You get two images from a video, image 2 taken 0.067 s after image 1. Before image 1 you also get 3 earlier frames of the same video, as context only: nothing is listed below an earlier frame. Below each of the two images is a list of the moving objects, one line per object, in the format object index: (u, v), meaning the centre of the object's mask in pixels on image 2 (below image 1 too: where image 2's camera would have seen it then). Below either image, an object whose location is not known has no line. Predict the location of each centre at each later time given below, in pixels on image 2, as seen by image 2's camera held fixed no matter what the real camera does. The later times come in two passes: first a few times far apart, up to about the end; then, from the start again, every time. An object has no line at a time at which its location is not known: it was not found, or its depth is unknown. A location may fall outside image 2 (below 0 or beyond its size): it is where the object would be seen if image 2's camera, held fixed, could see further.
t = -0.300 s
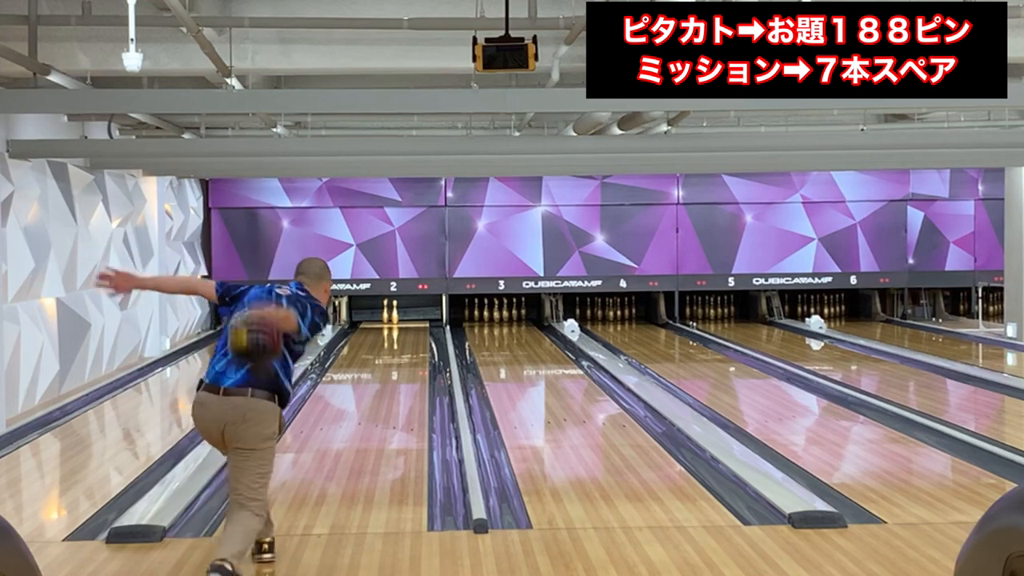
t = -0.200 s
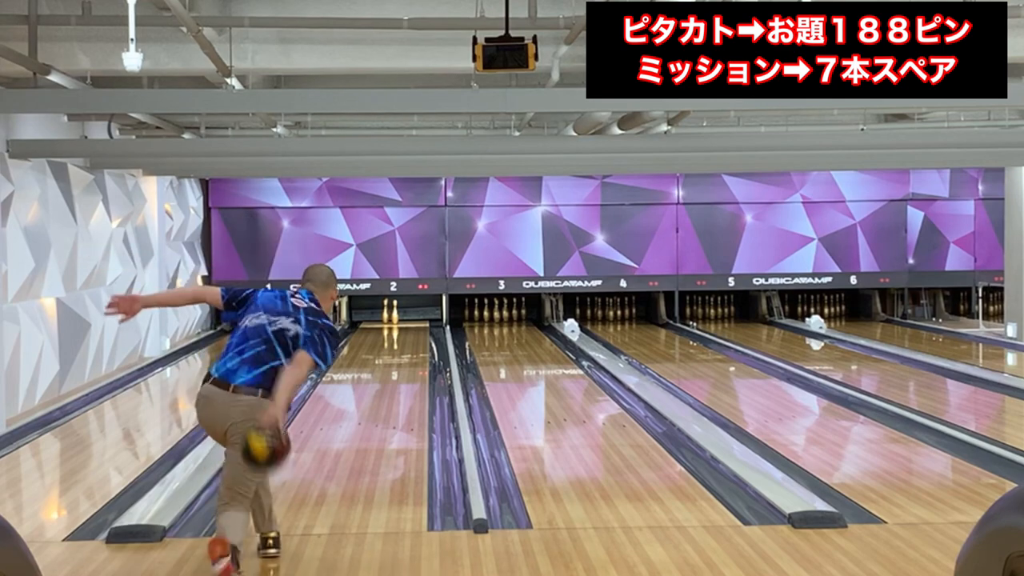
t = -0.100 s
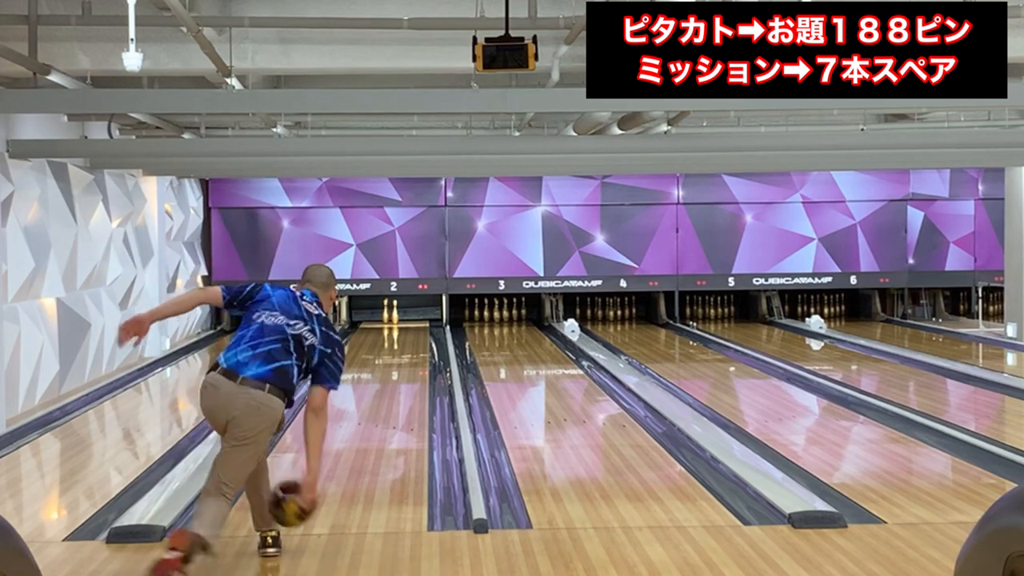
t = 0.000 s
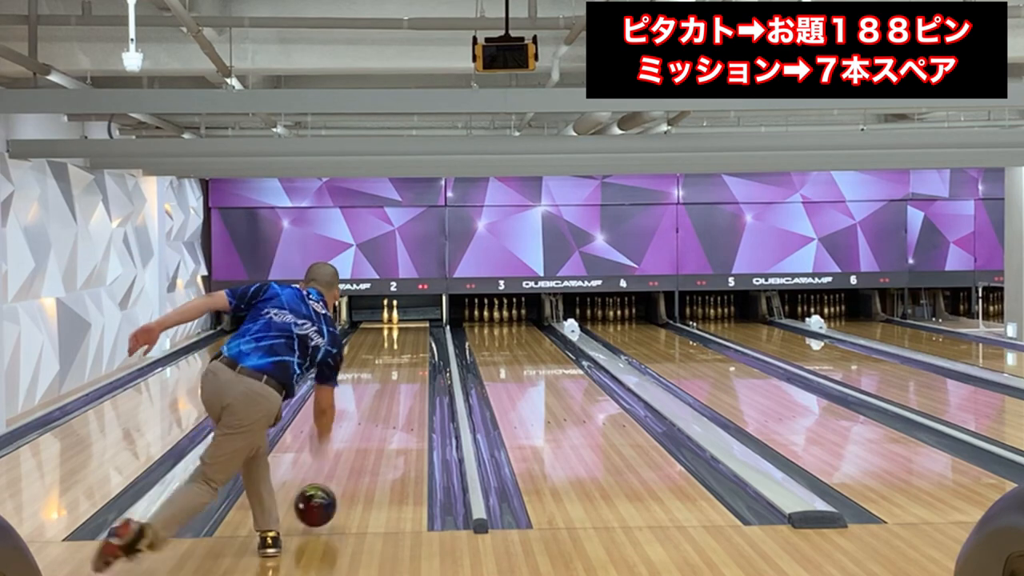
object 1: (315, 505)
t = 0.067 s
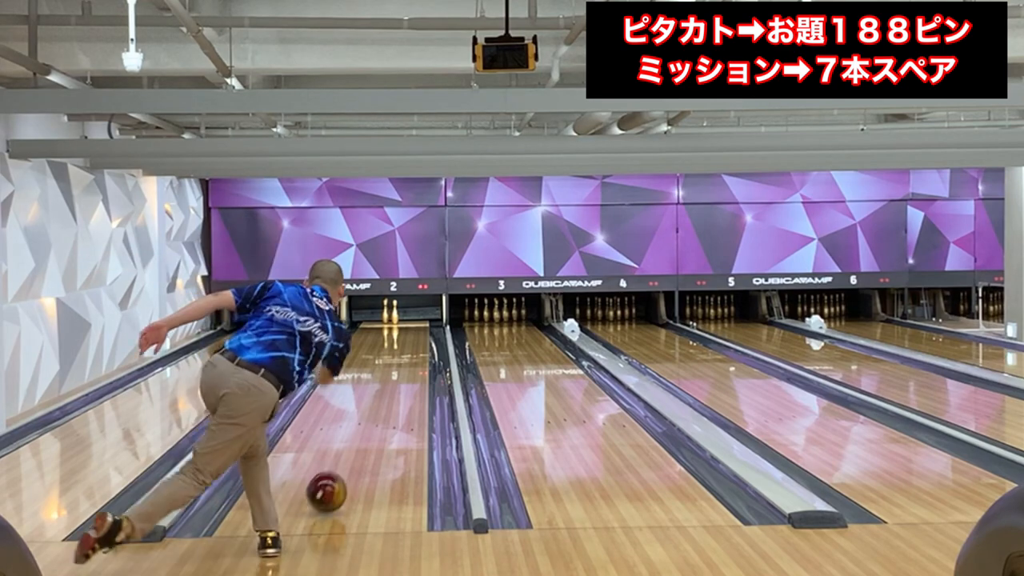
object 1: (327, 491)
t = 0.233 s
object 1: (350, 461)
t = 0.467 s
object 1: (373, 427)
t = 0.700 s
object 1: (389, 402)
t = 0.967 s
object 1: (402, 380)
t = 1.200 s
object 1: (409, 365)
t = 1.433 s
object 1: (412, 354)
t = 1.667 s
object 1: (413, 344)
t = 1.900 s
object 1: (412, 335)
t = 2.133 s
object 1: (407, 328)
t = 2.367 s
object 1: (400, 323)
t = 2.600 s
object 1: (392, 318)
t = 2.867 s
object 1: (376, 314)
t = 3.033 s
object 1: (365, 313)
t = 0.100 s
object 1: (332, 485)
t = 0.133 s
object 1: (337, 480)
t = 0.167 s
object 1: (341, 473)
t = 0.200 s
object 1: (345, 467)
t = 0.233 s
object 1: (350, 461)
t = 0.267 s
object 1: (353, 456)
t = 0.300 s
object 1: (357, 451)
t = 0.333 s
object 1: (360, 445)
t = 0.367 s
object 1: (364, 440)
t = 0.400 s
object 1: (367, 436)
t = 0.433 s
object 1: (370, 431)
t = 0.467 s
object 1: (373, 427)
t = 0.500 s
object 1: (375, 423)
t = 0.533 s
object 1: (378, 419)
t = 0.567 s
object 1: (380, 415)
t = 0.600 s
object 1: (383, 412)
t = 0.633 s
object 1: (385, 408)
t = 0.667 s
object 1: (387, 405)
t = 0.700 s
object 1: (389, 402)
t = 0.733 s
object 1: (391, 399)
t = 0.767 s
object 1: (393, 396)
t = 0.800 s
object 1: (394, 393)
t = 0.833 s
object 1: (396, 390)
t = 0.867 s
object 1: (397, 387)
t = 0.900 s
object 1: (399, 384)
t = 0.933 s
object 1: (400, 382)
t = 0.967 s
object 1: (402, 380)
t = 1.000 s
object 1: (403, 377)
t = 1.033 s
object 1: (403, 376)
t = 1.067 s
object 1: (405, 373)
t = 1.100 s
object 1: (406, 372)
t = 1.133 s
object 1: (407, 370)
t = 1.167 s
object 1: (408, 367)
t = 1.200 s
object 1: (409, 365)
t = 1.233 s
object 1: (409, 363)
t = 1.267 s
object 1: (410, 362)
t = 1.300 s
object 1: (411, 360)
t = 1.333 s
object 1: (411, 358)
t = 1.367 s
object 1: (412, 357)
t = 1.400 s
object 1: (412, 355)
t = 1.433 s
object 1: (412, 354)
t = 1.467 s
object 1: (413, 352)
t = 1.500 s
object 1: (413, 351)
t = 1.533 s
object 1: (413, 349)
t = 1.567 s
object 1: (413, 348)
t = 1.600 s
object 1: (412, 346)
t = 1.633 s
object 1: (414, 344)
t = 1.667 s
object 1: (413, 344)
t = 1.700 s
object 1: (413, 343)
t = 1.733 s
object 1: (413, 341)
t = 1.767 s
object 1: (412, 341)
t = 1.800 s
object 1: (413, 339)
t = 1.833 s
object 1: (413, 338)
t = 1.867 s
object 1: (412, 337)
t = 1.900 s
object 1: (412, 335)
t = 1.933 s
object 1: (412, 335)
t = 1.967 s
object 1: (412, 333)
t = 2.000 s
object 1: (410, 332)
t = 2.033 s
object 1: (410, 331)
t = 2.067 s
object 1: (409, 330)
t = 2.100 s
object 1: (408, 329)
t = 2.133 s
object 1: (407, 328)
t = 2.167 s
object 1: (406, 327)
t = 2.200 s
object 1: (406, 326)
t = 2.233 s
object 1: (405, 325)
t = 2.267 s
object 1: (404, 325)
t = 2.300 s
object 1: (403, 324)
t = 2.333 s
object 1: (402, 324)
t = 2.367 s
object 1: (400, 323)
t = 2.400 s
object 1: (399, 322)
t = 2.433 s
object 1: (398, 321)
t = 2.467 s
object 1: (396, 321)
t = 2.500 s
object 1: (395, 320)
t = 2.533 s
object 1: (394, 320)
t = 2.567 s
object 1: (394, 319)
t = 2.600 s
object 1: (392, 318)
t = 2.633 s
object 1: (389, 317)
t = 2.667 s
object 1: (386, 317)
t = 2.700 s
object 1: (386, 317)
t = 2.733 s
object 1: (384, 316)
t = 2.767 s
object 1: (381, 315)
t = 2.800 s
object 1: (380, 315)
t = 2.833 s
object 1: (377, 313)
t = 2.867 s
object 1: (376, 314)
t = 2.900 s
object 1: (374, 314)
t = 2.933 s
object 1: (371, 314)
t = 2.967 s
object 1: (369, 313)
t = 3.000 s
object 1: (366, 314)
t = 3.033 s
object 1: (365, 313)
